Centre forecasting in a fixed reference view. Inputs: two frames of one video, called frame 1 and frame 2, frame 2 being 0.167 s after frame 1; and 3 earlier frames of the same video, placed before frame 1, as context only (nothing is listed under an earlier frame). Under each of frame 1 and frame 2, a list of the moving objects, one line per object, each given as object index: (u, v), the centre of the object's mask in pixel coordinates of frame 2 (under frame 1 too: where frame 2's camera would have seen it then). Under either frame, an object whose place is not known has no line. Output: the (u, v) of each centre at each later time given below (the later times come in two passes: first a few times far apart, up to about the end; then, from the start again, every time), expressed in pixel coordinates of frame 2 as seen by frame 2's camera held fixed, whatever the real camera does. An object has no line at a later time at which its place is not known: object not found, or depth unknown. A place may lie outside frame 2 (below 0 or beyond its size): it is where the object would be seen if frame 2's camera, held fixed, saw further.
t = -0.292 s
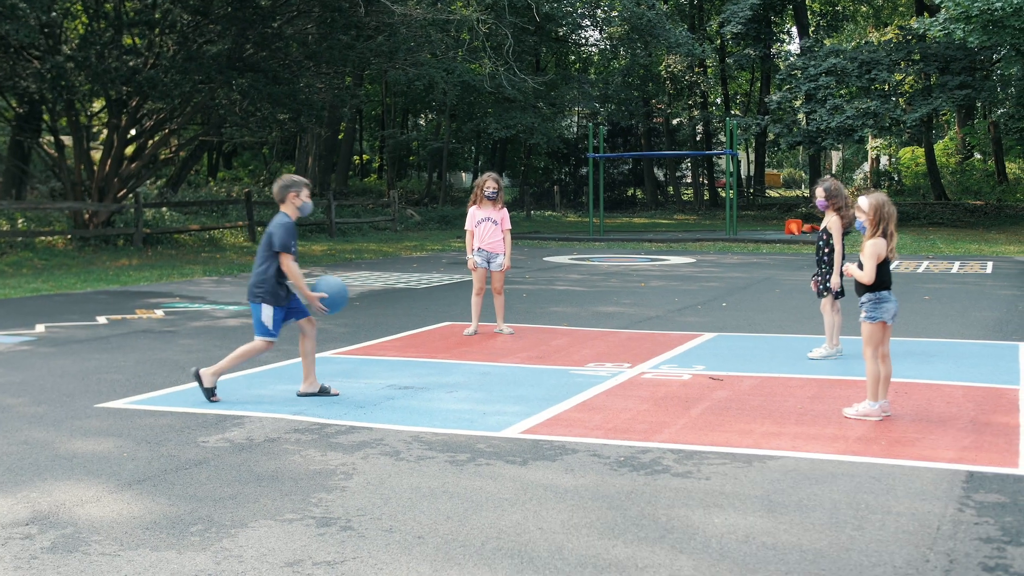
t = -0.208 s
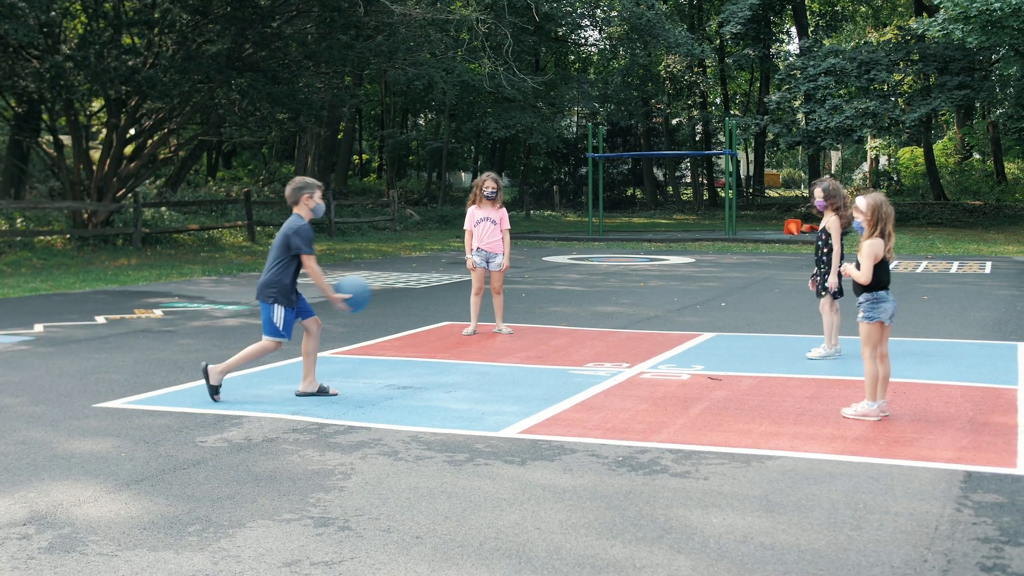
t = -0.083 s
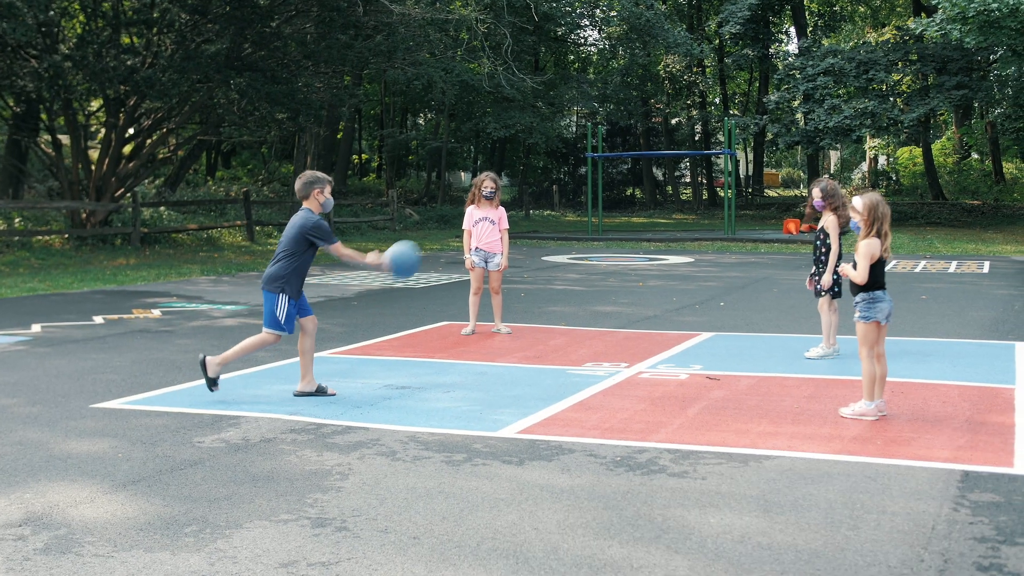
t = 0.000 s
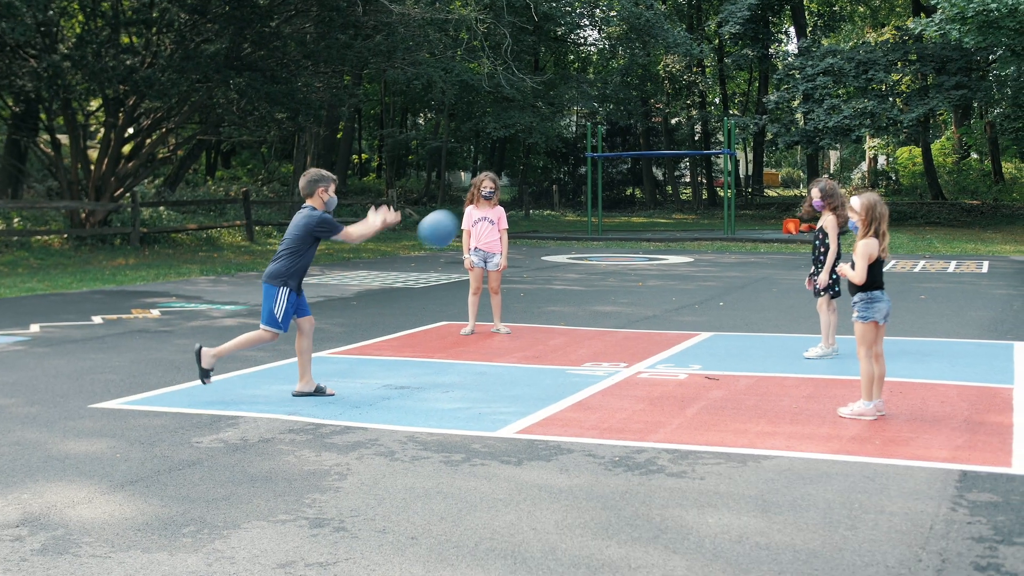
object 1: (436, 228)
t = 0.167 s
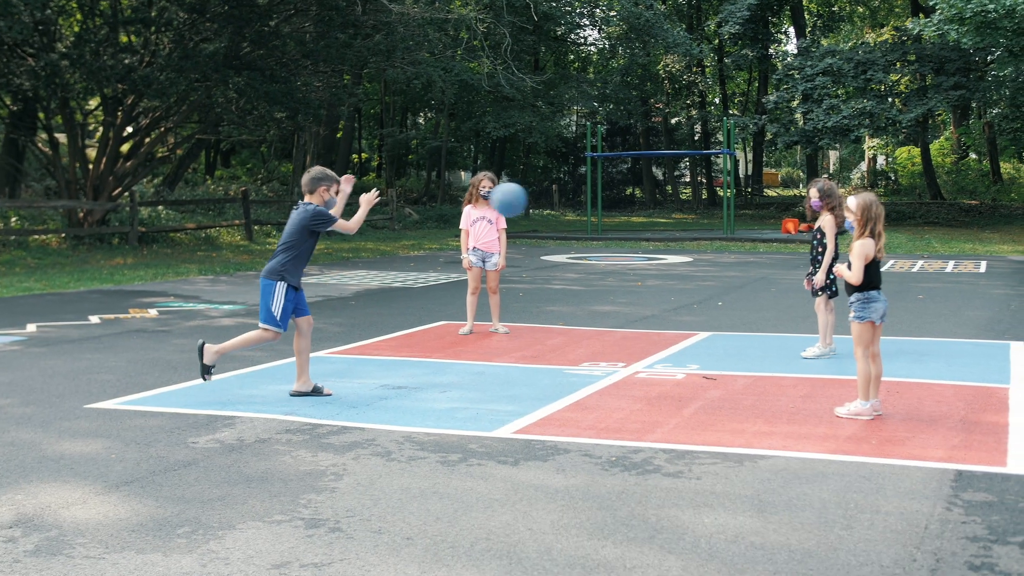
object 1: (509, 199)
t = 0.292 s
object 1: (557, 206)
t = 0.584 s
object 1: (663, 304)
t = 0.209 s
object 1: (525, 199)
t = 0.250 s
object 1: (541, 202)
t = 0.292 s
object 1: (557, 206)
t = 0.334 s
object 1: (572, 213)
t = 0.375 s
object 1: (588, 222)
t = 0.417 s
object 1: (603, 234)
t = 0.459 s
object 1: (617, 247)
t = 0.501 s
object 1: (633, 265)
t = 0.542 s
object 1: (647, 283)
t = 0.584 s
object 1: (663, 304)
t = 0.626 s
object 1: (676, 325)
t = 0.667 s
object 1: (691, 349)
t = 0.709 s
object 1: (701, 330)
